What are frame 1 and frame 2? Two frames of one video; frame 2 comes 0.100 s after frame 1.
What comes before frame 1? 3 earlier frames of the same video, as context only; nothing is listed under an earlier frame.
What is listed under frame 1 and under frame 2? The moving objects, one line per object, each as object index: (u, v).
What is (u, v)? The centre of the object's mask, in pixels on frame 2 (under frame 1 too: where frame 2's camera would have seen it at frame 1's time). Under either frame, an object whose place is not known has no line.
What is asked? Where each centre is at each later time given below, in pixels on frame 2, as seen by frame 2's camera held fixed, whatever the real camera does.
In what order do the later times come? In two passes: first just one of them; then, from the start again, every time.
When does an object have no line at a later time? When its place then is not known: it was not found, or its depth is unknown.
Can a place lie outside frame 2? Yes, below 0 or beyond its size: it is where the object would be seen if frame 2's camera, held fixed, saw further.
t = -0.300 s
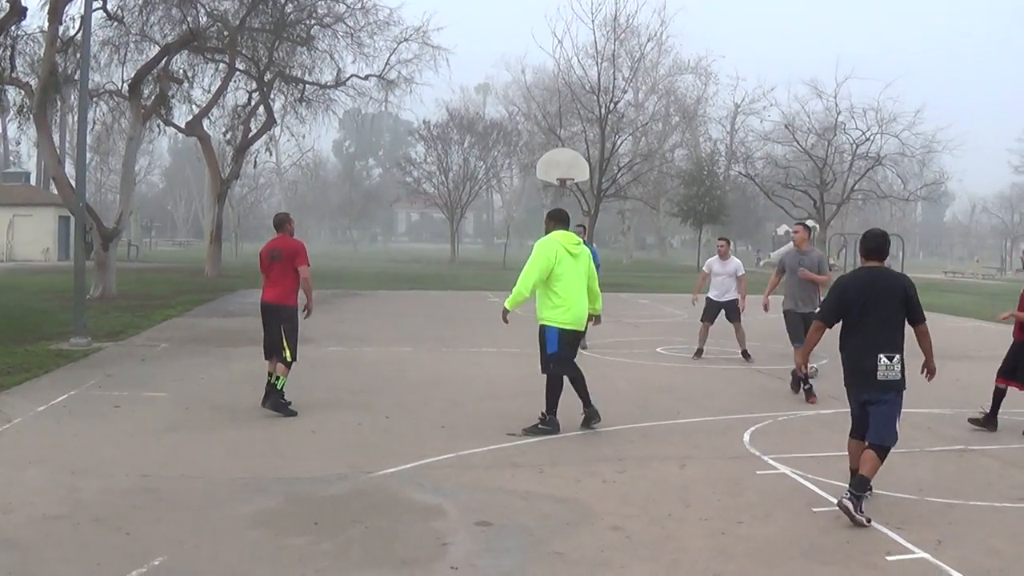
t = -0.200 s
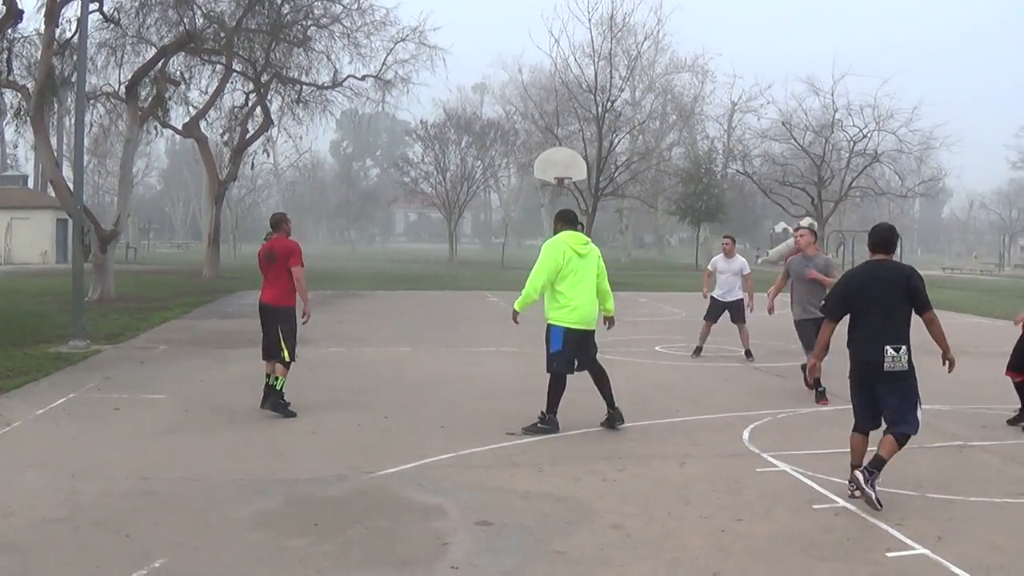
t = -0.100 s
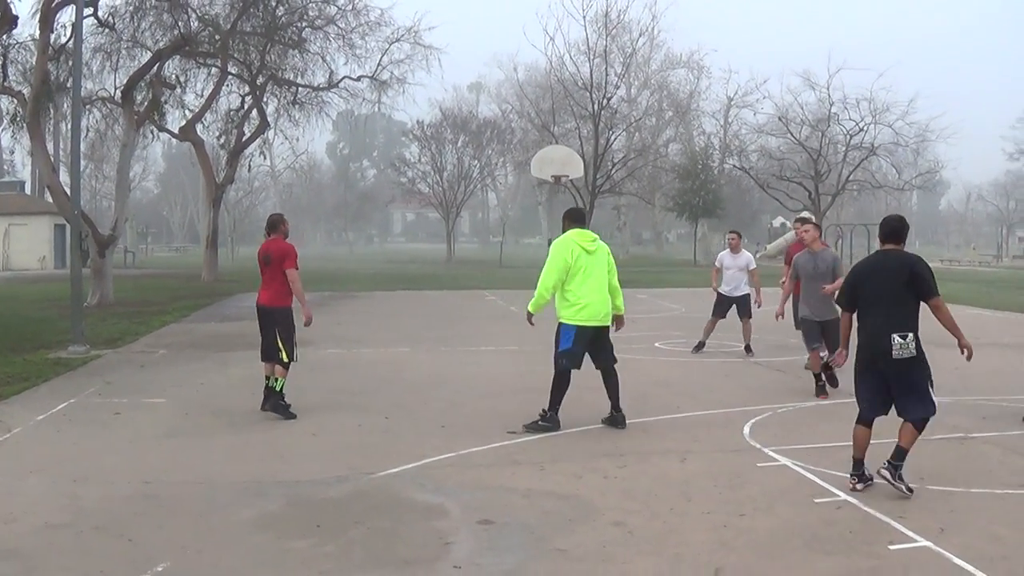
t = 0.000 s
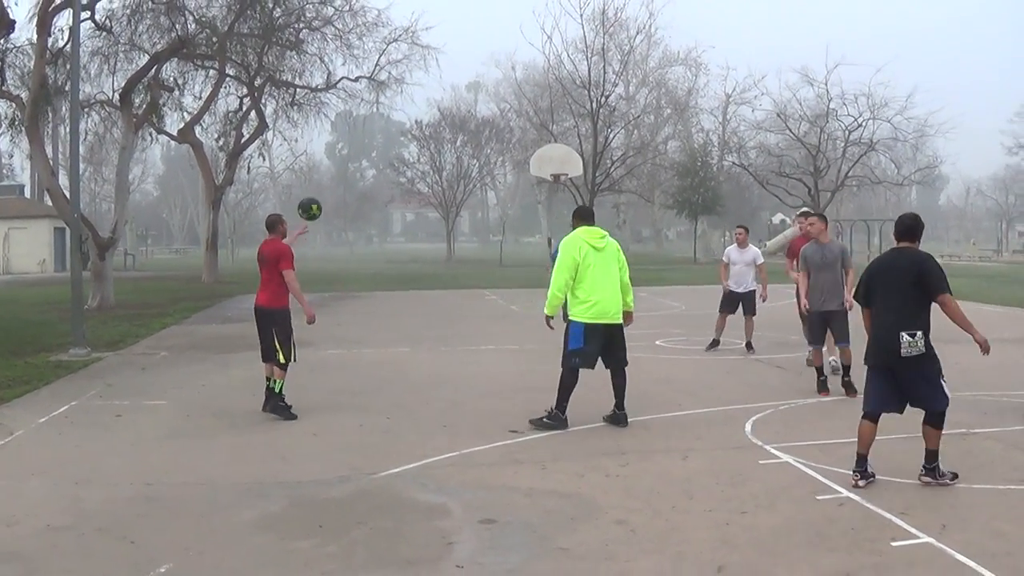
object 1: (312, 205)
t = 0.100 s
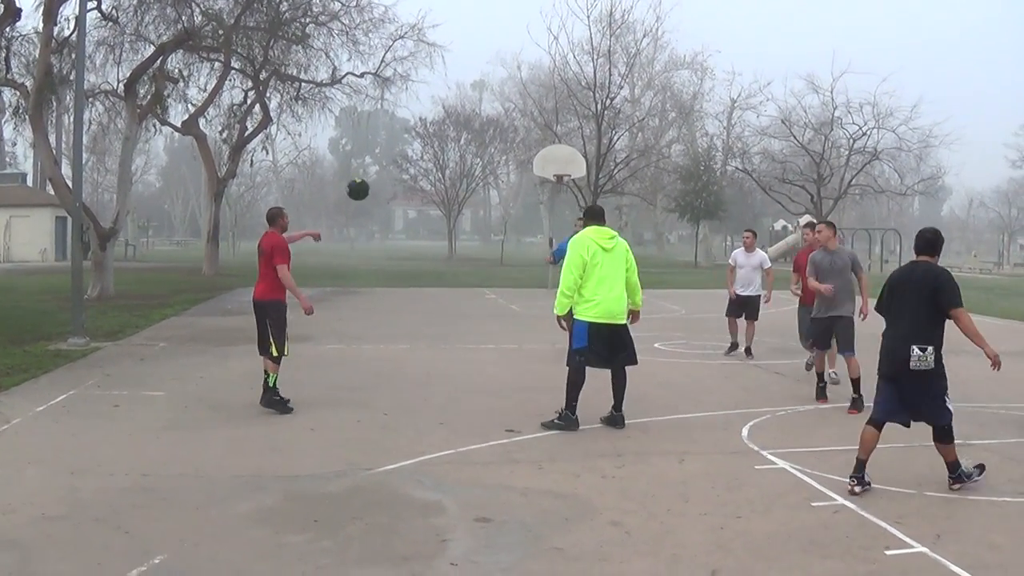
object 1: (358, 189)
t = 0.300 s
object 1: (436, 192)
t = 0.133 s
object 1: (372, 186)
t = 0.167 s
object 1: (386, 185)
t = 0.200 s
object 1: (399, 186)
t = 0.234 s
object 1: (411, 187)
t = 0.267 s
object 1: (424, 189)
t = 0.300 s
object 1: (436, 192)
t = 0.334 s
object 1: (447, 195)
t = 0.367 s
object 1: (459, 199)
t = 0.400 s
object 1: (469, 203)
